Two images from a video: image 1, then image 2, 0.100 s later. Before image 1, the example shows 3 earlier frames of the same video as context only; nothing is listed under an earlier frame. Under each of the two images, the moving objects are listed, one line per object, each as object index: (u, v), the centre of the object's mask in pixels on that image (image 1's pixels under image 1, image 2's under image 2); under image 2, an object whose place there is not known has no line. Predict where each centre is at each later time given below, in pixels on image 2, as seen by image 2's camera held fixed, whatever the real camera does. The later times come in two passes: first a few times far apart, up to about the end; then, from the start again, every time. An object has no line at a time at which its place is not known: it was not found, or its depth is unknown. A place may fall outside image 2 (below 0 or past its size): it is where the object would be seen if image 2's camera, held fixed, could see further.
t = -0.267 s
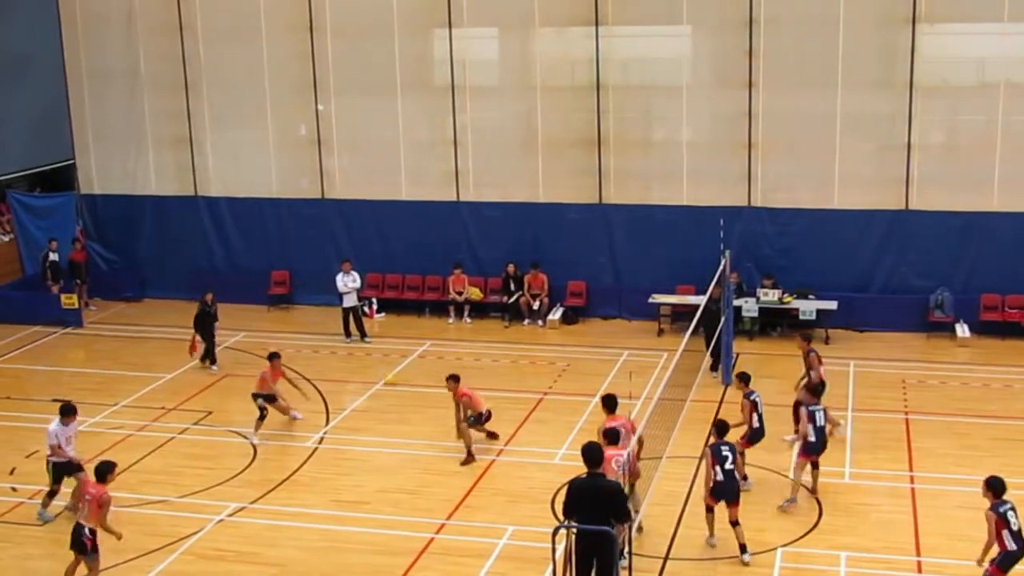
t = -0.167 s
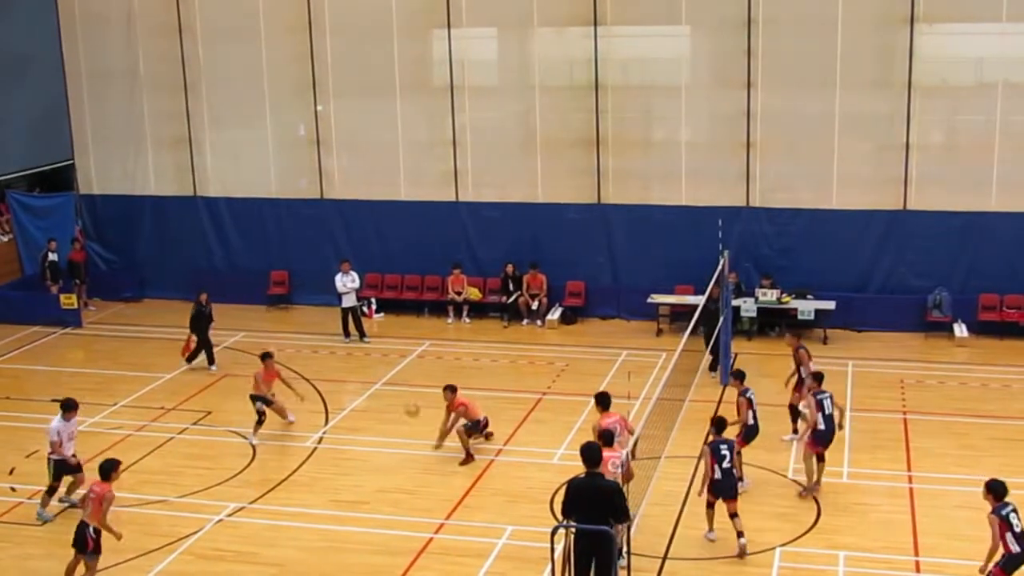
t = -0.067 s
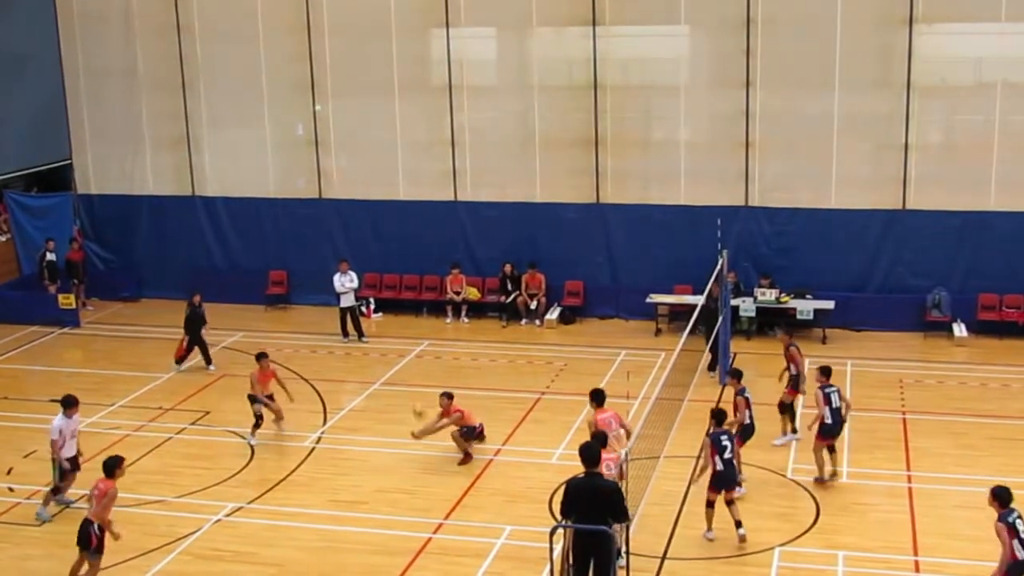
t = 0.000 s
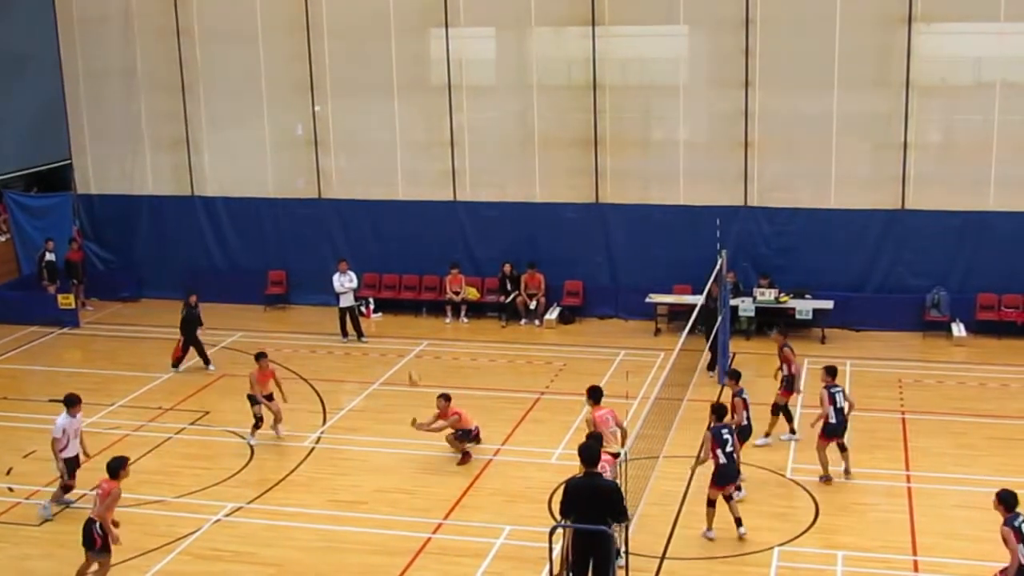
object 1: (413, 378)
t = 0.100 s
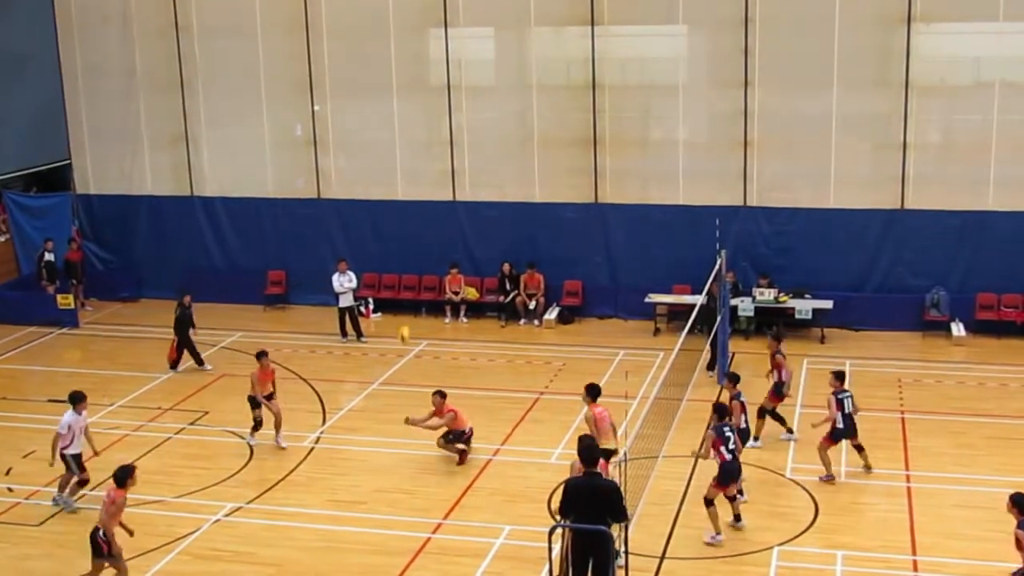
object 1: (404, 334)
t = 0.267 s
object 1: (391, 272)
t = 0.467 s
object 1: (375, 217)
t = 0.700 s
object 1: (358, 186)
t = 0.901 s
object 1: (345, 192)
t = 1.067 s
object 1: (333, 223)
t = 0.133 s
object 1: (403, 320)
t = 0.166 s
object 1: (400, 307)
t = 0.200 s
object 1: (397, 296)
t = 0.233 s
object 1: (394, 284)
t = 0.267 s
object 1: (391, 272)
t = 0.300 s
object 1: (389, 261)
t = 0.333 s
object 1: (386, 250)
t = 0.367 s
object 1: (384, 241)
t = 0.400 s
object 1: (381, 233)
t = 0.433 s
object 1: (379, 224)
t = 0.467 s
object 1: (375, 217)
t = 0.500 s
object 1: (373, 210)
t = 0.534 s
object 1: (371, 204)
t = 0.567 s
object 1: (368, 199)
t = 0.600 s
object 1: (366, 194)
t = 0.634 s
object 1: (364, 191)
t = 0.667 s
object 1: (361, 188)
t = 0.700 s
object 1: (358, 186)
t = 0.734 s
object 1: (357, 185)
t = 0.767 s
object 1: (354, 184)
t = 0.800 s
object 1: (352, 185)
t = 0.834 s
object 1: (349, 186)
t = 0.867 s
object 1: (347, 189)
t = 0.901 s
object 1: (345, 192)
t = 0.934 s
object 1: (342, 197)
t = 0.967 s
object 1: (340, 201)
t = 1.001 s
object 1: (338, 207)
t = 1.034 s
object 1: (336, 215)
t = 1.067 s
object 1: (333, 223)
